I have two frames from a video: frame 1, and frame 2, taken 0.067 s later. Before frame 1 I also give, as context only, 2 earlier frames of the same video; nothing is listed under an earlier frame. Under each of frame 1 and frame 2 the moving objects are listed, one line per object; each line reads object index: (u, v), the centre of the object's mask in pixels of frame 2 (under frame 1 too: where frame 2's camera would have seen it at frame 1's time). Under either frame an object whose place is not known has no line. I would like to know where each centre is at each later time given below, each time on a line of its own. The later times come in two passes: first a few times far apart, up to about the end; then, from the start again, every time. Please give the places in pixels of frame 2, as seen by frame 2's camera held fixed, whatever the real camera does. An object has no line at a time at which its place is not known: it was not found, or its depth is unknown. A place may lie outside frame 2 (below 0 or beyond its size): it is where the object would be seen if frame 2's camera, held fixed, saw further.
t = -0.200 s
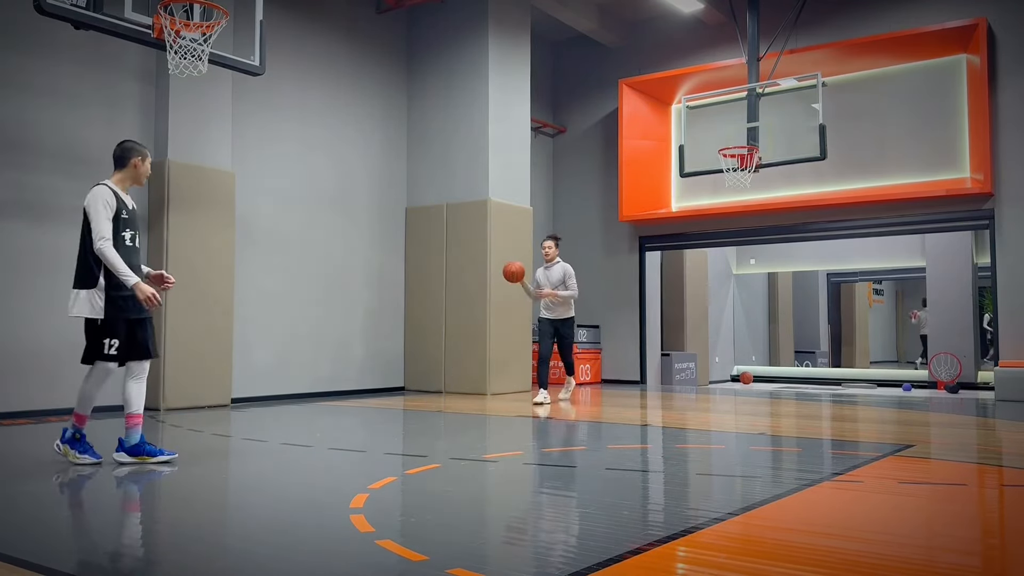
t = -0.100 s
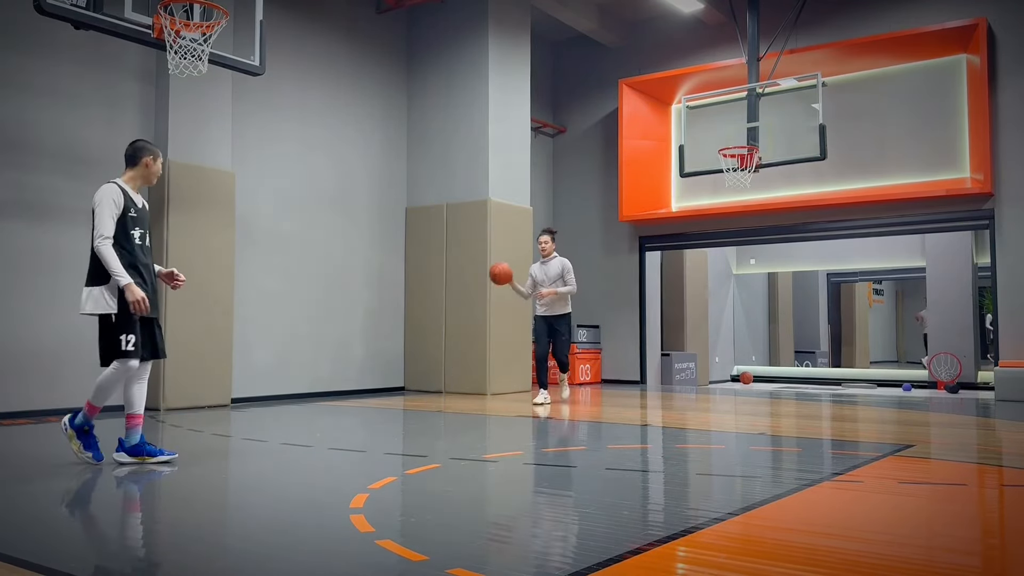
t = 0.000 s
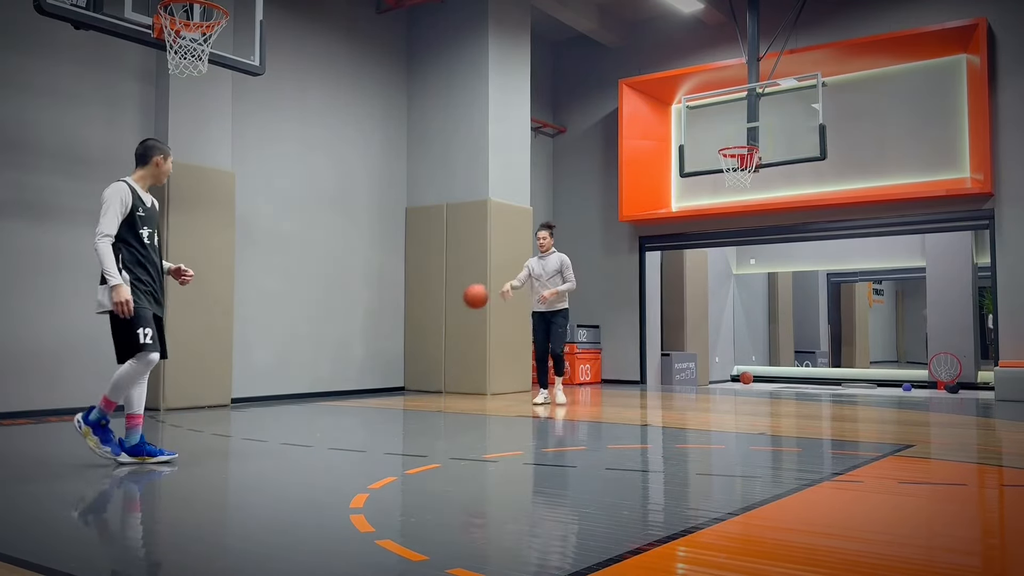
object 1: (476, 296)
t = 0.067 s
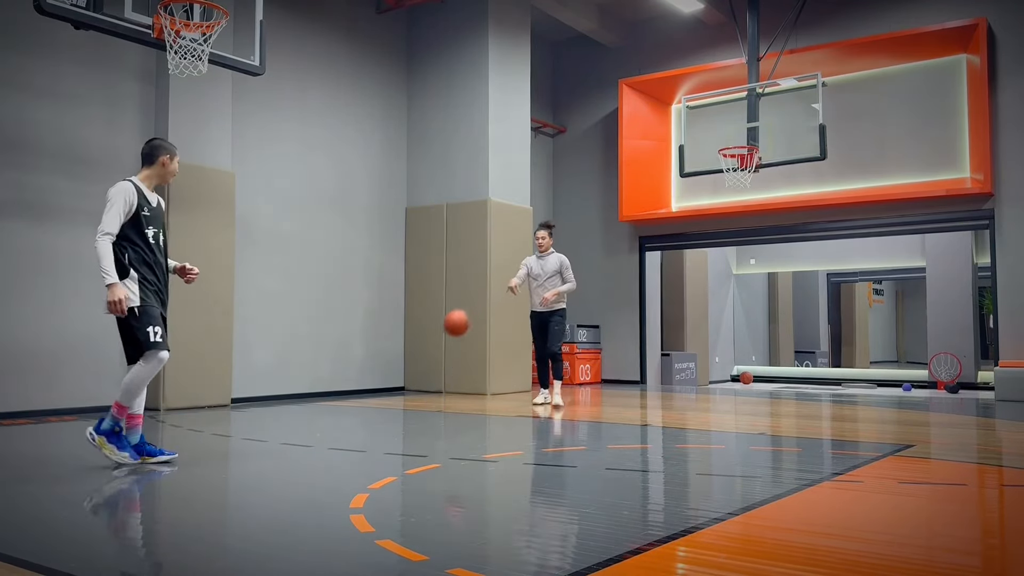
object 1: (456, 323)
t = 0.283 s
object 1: (392, 377)
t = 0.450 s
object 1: (355, 315)
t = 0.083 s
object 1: (451, 331)
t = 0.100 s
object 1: (446, 339)
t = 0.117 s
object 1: (440, 348)
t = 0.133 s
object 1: (435, 358)
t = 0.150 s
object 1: (428, 368)
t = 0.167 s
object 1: (422, 379)
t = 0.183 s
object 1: (416, 390)
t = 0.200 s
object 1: (410, 403)
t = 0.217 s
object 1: (404, 409)
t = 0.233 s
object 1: (401, 401)
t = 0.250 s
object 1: (398, 392)
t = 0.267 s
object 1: (395, 385)
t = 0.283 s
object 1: (392, 377)
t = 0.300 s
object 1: (388, 369)
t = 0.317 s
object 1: (385, 363)
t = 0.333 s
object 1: (381, 356)
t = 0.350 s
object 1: (378, 349)
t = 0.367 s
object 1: (374, 343)
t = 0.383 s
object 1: (370, 337)
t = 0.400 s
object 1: (367, 331)
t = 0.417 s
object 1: (363, 325)
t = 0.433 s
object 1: (359, 320)
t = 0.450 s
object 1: (355, 315)
